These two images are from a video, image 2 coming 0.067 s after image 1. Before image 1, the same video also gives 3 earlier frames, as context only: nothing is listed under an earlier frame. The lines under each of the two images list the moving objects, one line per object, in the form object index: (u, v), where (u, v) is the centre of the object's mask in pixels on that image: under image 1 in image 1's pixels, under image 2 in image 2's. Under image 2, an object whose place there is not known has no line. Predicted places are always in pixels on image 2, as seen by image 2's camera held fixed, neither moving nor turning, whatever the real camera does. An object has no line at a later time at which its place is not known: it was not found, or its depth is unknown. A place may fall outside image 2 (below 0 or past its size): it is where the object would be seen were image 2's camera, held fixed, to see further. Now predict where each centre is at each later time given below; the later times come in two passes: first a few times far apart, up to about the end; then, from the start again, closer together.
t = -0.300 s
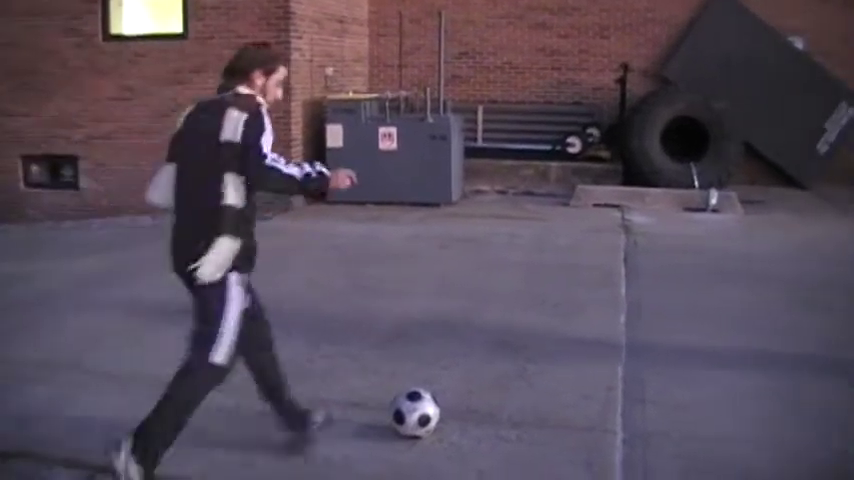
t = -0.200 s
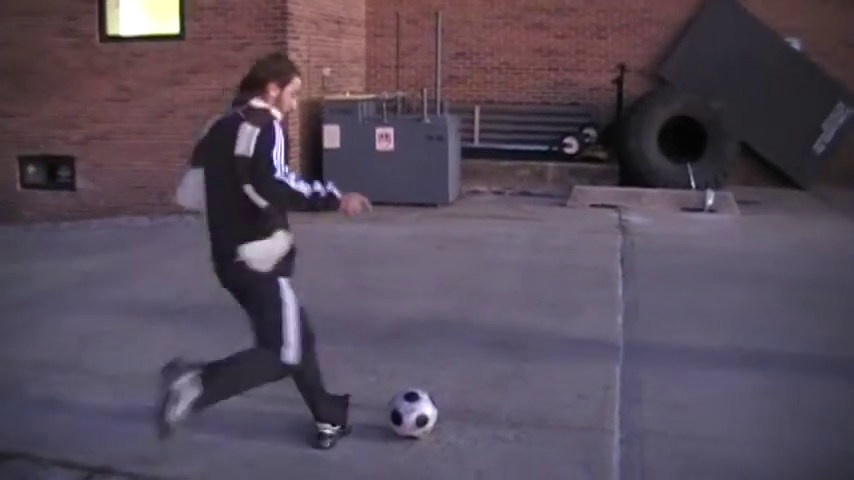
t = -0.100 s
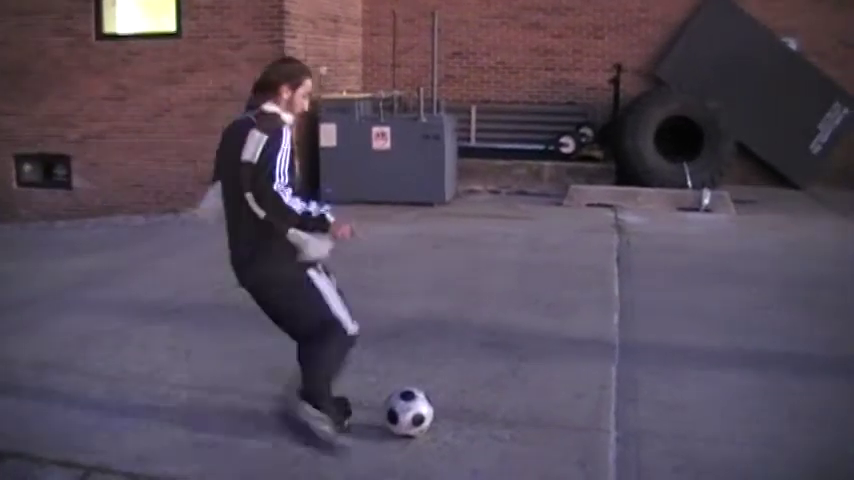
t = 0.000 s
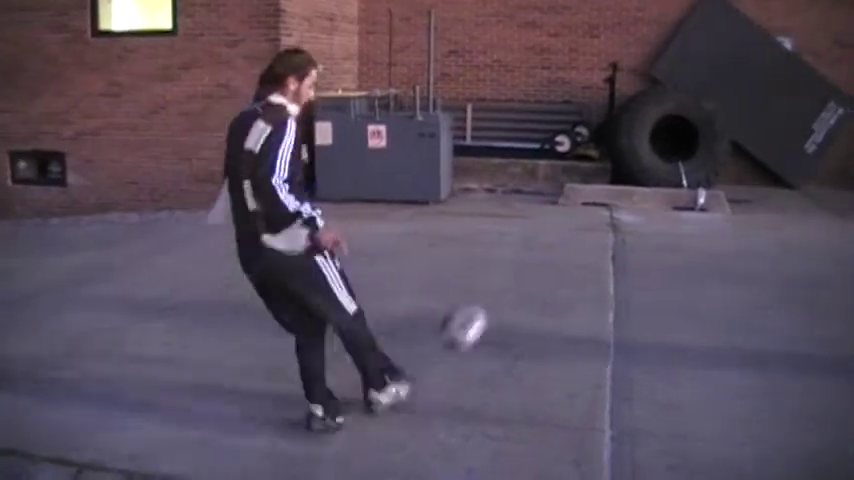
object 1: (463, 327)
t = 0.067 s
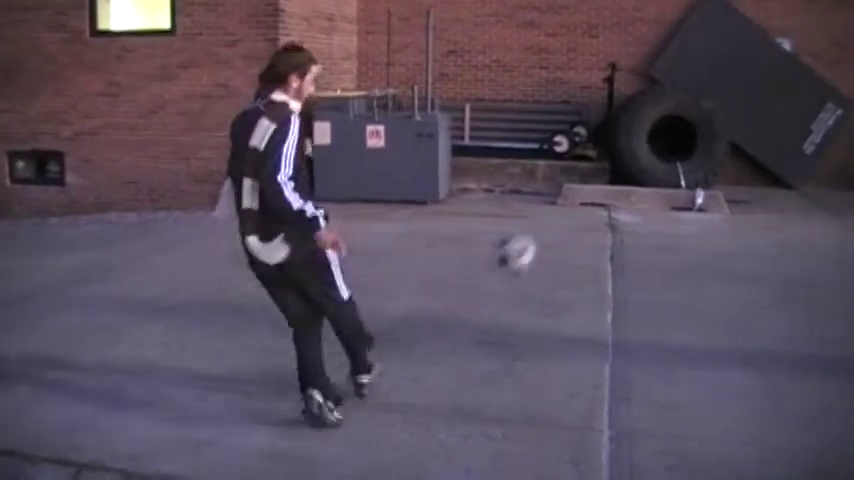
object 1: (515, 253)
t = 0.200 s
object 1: (587, 164)
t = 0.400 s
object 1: (644, 115)
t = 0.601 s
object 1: (678, 114)
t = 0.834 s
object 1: (662, 145)
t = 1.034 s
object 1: (670, 114)
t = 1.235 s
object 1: (675, 116)
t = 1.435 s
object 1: (680, 167)
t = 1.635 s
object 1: (678, 283)
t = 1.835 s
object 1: (664, 222)
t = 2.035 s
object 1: (643, 213)
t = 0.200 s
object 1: (587, 164)
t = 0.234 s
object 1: (599, 152)
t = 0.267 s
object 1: (610, 141)
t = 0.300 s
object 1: (619, 134)
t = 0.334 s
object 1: (628, 125)
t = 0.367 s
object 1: (637, 119)
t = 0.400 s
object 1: (644, 115)
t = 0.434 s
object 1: (654, 112)
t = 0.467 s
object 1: (659, 111)
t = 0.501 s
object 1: (667, 111)
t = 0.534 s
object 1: (670, 111)
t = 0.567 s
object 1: (673, 111)
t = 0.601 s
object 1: (678, 114)
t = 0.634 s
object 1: (682, 116)
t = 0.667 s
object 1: (686, 120)
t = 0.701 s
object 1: (689, 124)
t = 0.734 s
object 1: (691, 128)
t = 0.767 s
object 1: (677, 138)
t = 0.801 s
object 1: (662, 149)
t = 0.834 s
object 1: (662, 145)
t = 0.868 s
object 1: (663, 137)
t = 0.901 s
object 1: (664, 132)
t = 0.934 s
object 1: (665, 126)
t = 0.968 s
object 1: (667, 122)
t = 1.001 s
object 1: (669, 118)
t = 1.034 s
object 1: (670, 114)
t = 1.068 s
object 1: (671, 112)
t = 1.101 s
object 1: (672, 111)
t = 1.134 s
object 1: (674, 110)
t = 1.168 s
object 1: (674, 111)
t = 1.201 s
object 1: (675, 113)
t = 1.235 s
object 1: (675, 116)
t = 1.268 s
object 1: (676, 122)
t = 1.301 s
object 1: (677, 128)
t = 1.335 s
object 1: (678, 135)
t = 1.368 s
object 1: (678, 144)
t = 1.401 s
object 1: (679, 154)
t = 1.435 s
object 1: (680, 167)
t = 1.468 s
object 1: (679, 180)
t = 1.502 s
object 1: (683, 197)
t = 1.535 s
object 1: (679, 215)
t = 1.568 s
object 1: (679, 236)
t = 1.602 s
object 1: (679, 260)
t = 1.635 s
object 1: (678, 283)
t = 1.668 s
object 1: (675, 272)
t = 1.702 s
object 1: (674, 260)
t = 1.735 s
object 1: (671, 248)
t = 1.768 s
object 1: (669, 238)
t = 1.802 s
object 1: (667, 231)
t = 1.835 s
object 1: (664, 222)
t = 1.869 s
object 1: (661, 216)
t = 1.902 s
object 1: (658, 213)
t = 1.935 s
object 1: (654, 209)
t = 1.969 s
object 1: (650, 209)
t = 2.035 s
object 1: (643, 213)
